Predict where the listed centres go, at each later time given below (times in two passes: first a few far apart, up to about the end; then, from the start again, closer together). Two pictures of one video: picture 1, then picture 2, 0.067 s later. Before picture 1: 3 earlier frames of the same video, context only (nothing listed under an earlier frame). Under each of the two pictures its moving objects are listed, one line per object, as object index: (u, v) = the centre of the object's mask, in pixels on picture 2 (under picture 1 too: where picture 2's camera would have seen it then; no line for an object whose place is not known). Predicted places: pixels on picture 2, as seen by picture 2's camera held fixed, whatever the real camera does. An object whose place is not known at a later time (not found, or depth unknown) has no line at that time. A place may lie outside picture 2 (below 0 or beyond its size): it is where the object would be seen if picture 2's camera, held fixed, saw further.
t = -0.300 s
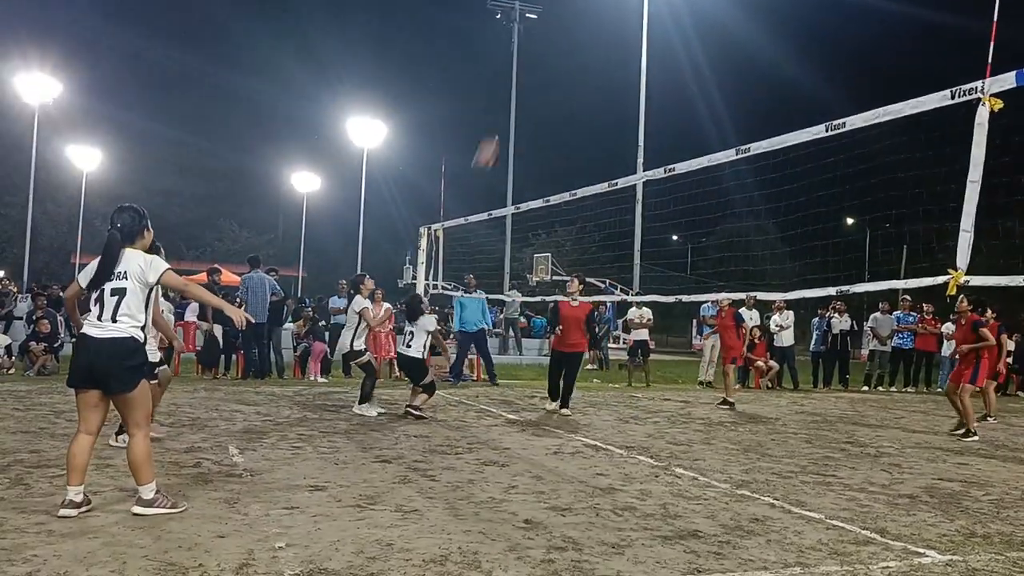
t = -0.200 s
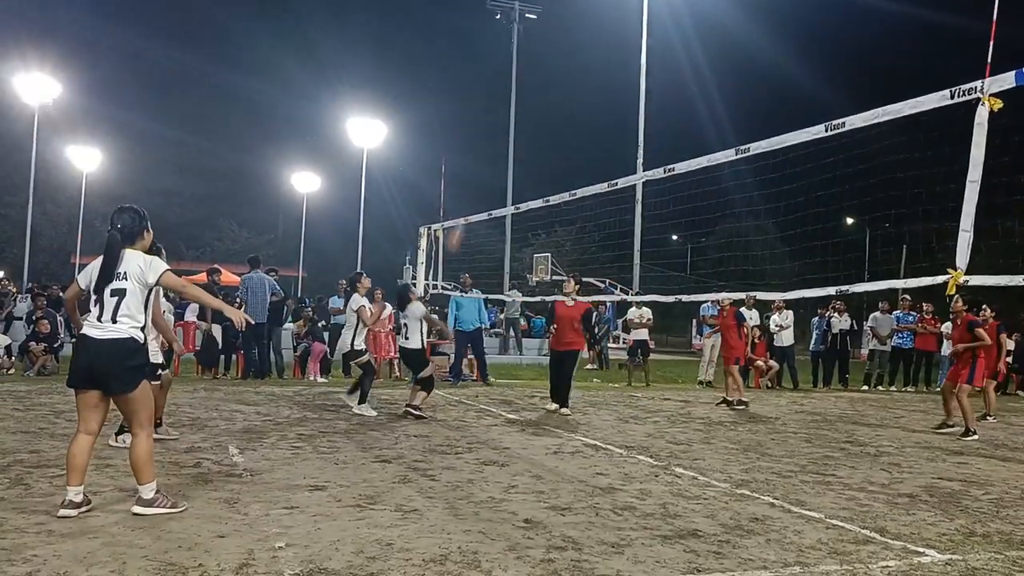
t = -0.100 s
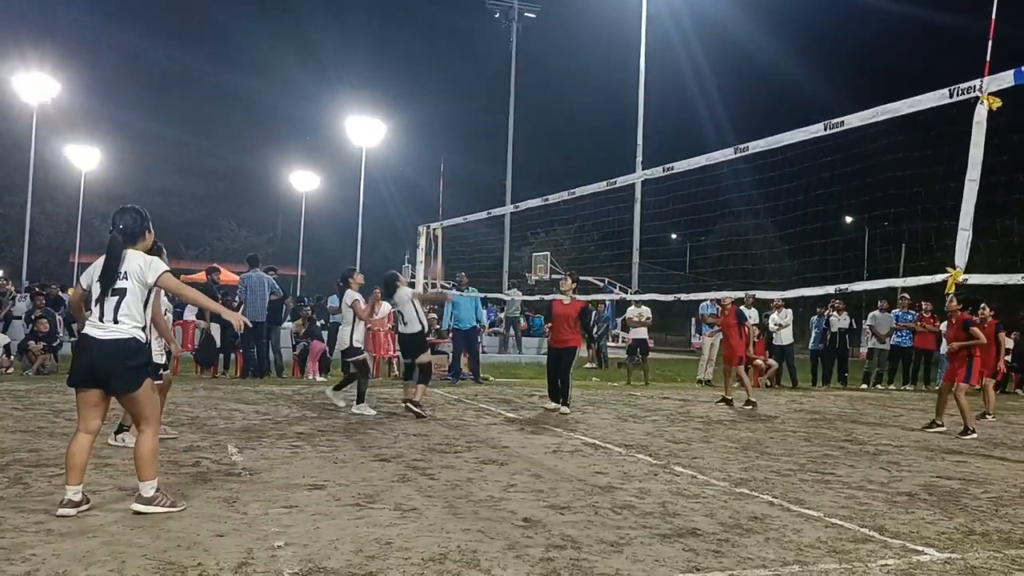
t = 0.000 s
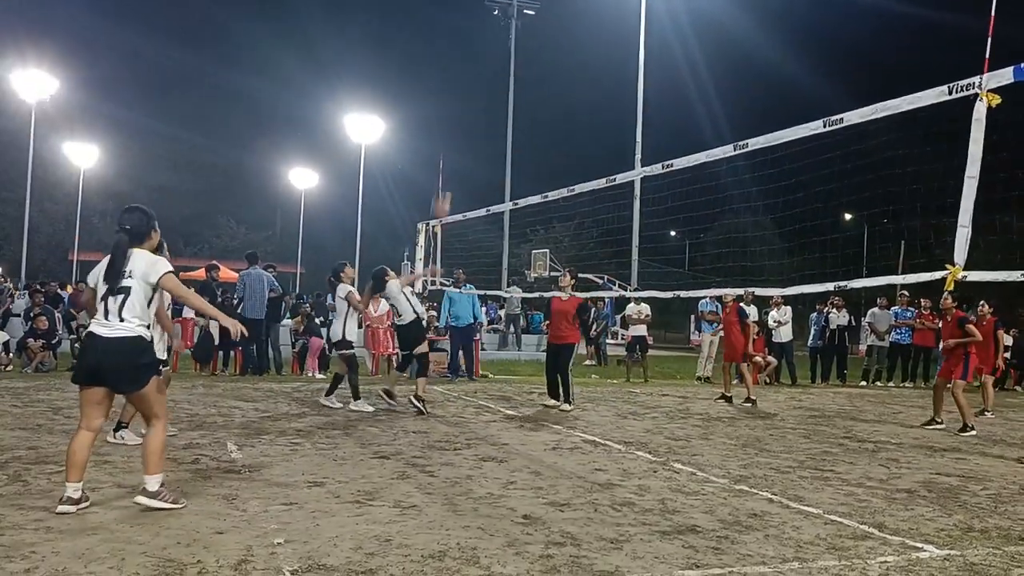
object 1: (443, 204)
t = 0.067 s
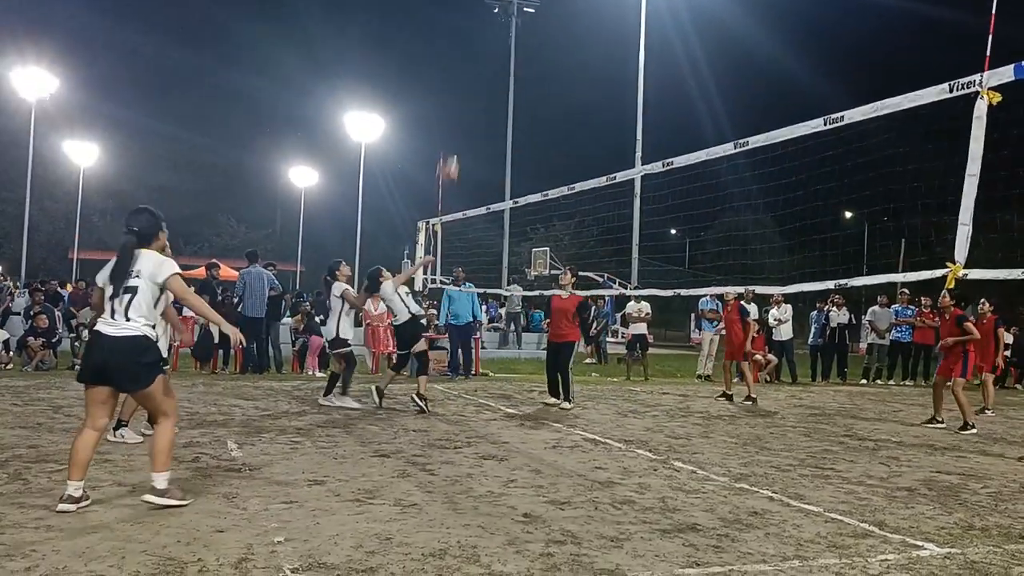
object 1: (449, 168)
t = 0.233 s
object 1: (463, 96)
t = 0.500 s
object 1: (486, 34)
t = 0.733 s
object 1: (503, 38)
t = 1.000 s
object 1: (522, 125)
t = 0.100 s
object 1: (454, 153)
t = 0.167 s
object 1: (457, 123)
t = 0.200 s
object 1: (460, 108)
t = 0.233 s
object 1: (463, 96)
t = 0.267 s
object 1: (466, 84)
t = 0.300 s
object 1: (469, 74)
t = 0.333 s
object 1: (473, 65)
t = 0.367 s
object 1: (475, 57)
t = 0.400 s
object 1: (478, 50)
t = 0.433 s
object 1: (481, 43)
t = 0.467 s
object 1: (483, 38)
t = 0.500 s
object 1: (486, 34)
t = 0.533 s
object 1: (489, 31)
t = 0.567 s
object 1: (491, 29)
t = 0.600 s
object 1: (494, 28)
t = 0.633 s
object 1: (497, 29)
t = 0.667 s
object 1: (499, 31)
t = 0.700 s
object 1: (501, 34)
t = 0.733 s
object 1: (503, 38)
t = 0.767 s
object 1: (505, 44)
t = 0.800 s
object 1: (508, 51)
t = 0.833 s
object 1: (510, 60)
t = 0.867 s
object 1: (513, 70)
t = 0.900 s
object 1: (515, 82)
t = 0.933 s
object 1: (517, 95)
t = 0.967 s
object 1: (520, 108)
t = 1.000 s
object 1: (522, 125)
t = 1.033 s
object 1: (524, 141)
